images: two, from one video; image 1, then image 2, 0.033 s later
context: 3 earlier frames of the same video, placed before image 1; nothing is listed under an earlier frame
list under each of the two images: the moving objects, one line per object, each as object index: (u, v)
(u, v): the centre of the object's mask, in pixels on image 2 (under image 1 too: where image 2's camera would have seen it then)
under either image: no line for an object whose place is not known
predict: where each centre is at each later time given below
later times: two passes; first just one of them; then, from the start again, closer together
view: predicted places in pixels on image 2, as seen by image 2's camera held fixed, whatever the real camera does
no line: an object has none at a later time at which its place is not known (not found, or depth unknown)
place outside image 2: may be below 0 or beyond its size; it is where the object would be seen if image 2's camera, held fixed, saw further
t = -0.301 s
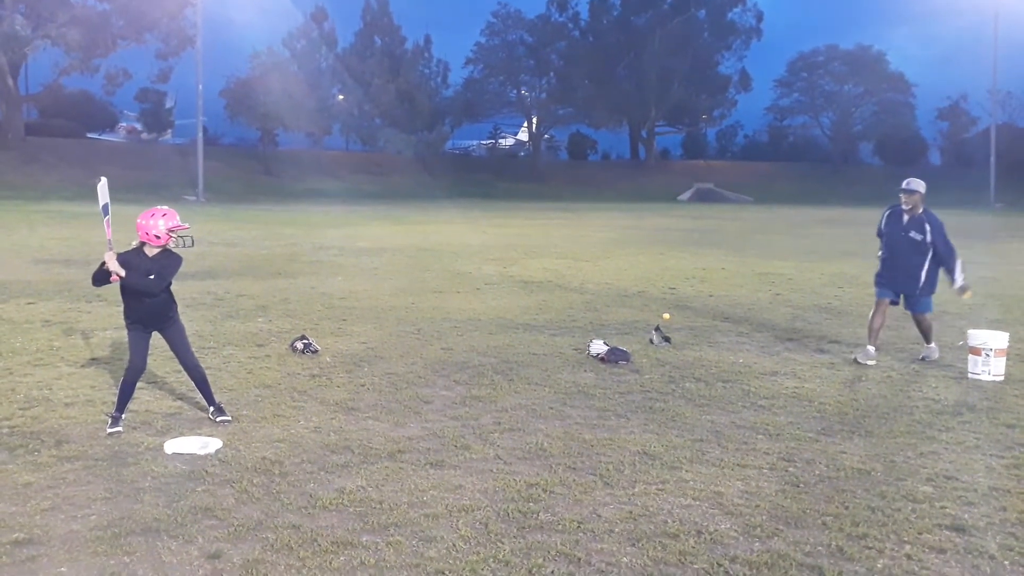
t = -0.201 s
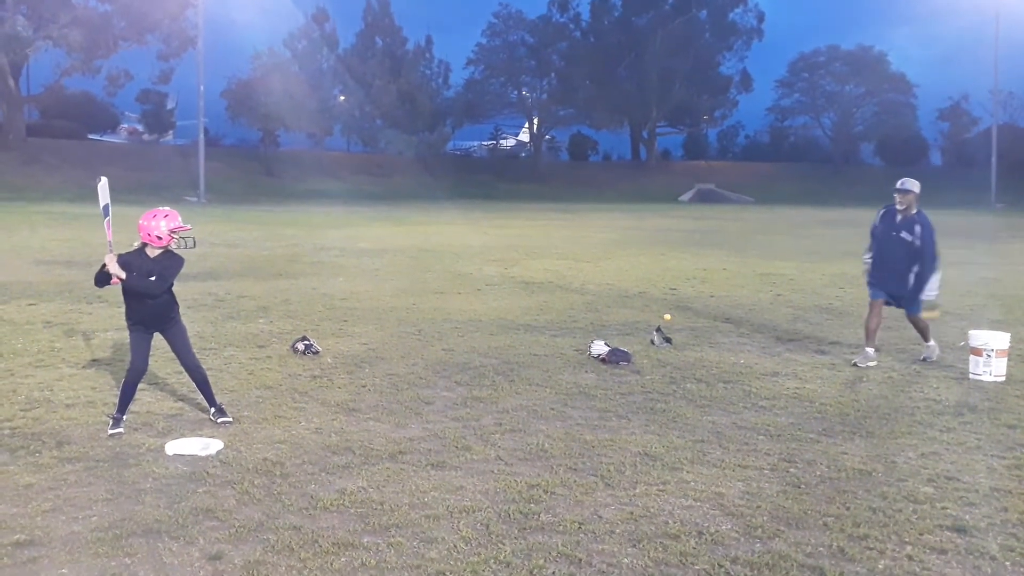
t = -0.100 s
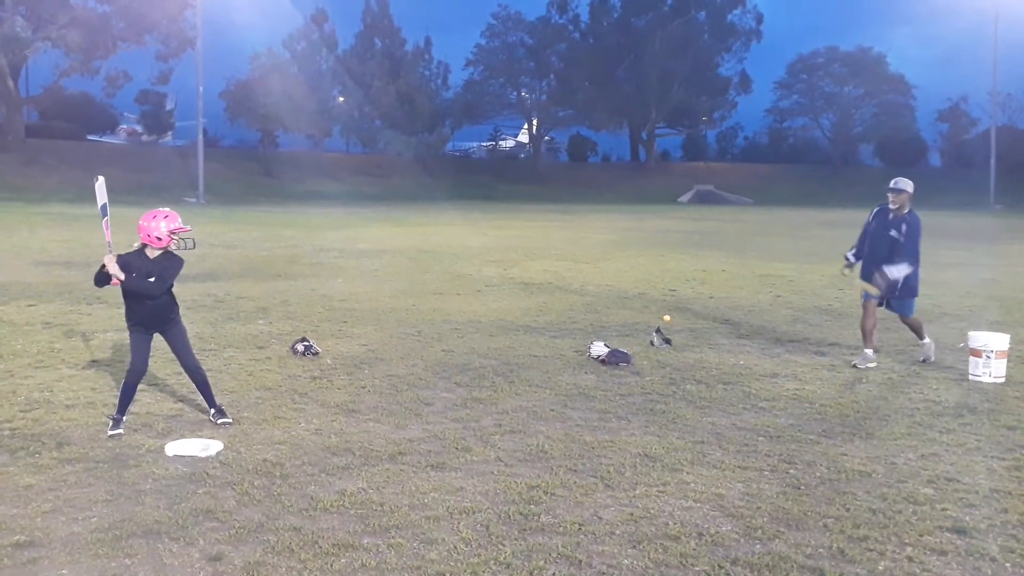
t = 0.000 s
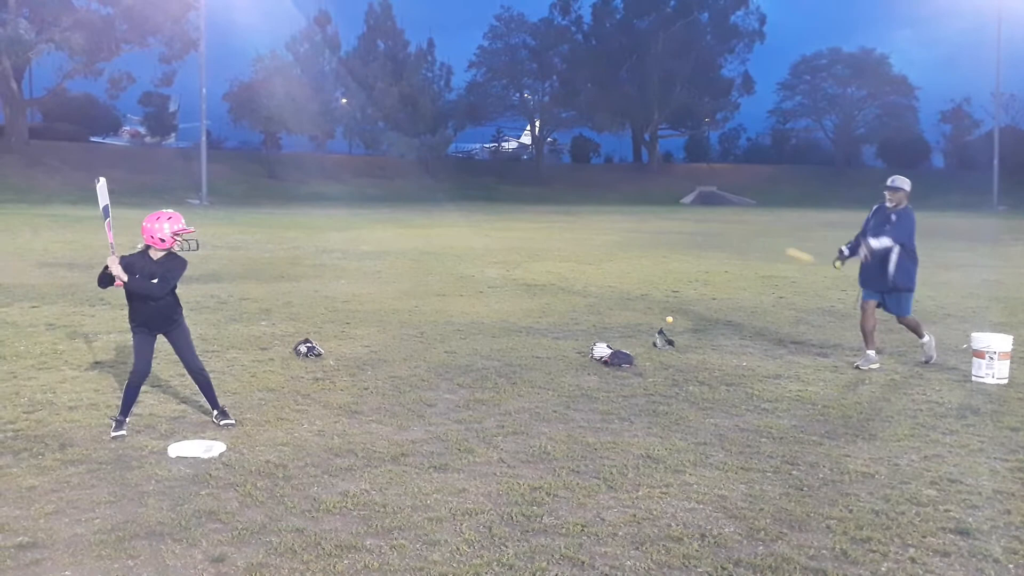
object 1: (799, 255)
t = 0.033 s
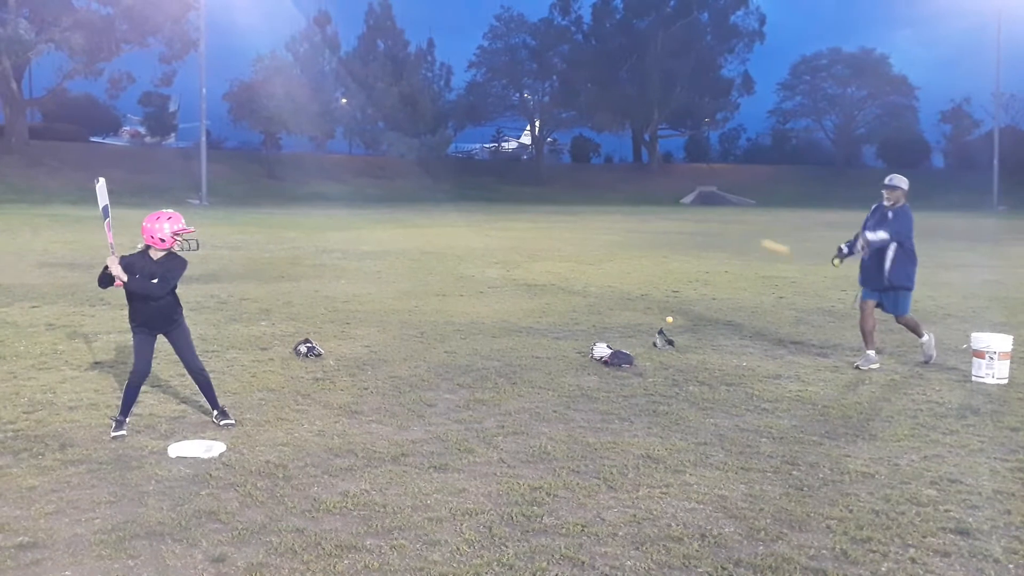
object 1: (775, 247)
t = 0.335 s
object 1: (540, 234)
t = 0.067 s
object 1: (750, 239)
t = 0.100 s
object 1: (724, 233)
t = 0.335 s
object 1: (540, 234)
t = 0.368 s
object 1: (511, 240)
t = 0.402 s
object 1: (482, 249)
